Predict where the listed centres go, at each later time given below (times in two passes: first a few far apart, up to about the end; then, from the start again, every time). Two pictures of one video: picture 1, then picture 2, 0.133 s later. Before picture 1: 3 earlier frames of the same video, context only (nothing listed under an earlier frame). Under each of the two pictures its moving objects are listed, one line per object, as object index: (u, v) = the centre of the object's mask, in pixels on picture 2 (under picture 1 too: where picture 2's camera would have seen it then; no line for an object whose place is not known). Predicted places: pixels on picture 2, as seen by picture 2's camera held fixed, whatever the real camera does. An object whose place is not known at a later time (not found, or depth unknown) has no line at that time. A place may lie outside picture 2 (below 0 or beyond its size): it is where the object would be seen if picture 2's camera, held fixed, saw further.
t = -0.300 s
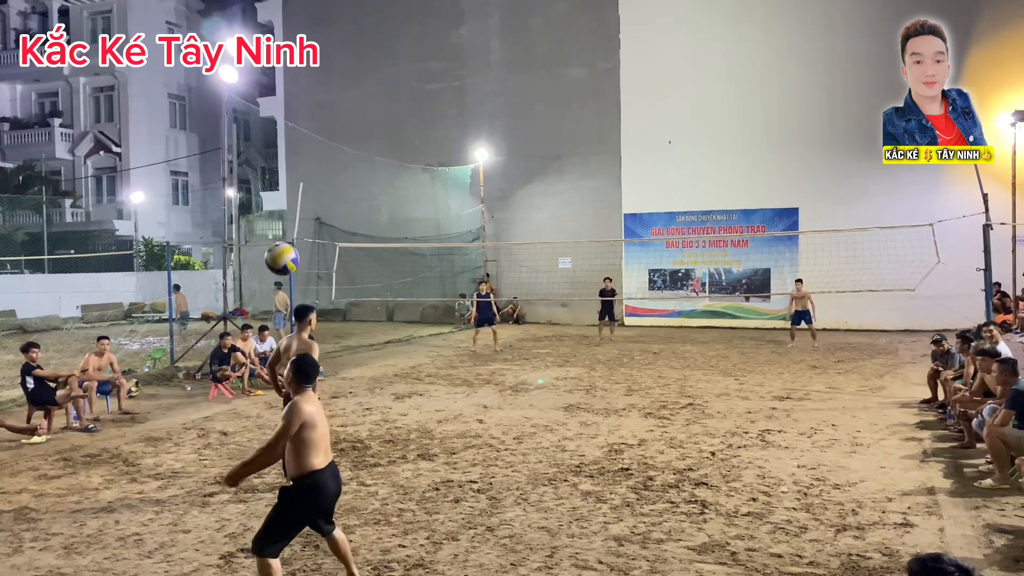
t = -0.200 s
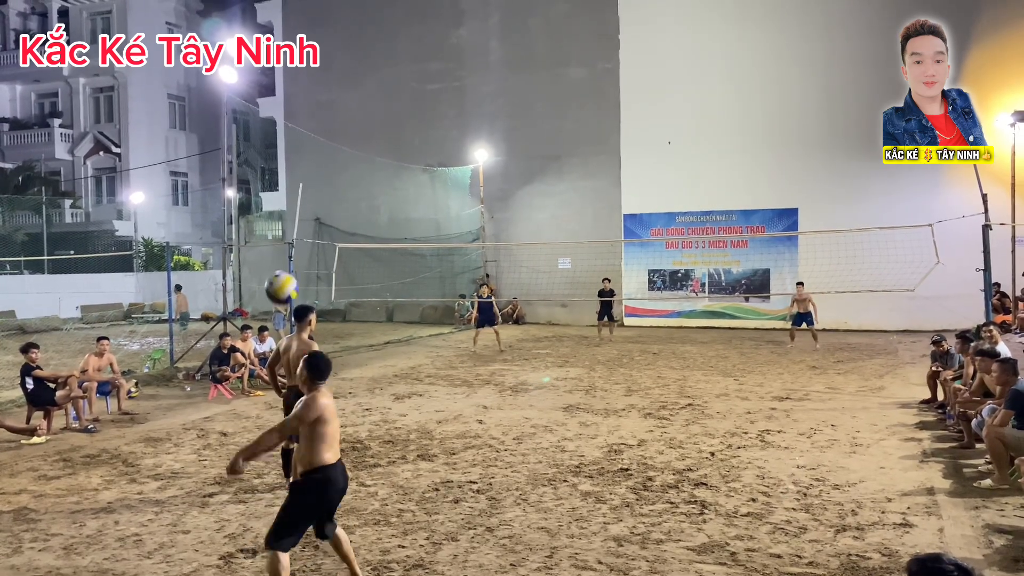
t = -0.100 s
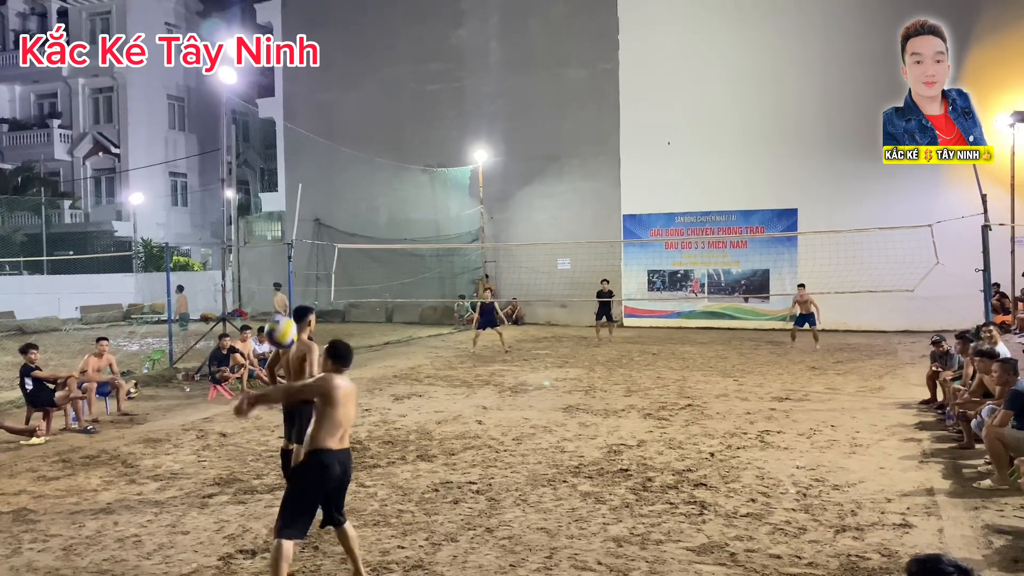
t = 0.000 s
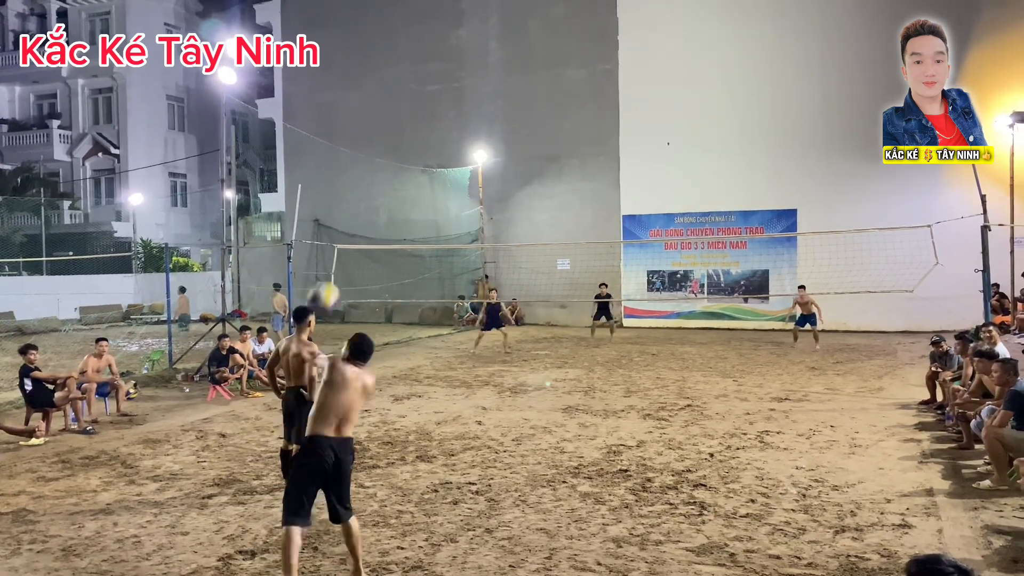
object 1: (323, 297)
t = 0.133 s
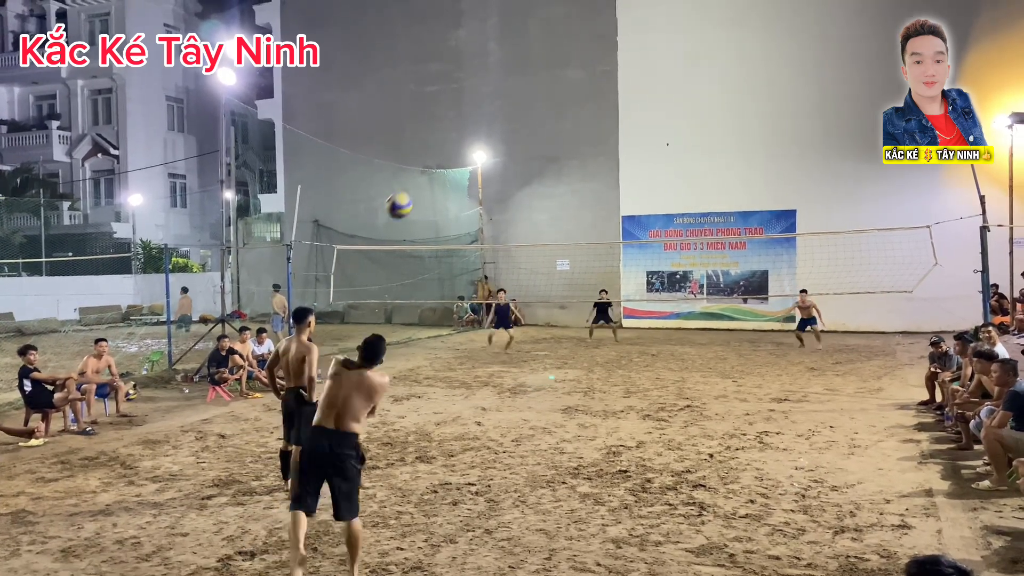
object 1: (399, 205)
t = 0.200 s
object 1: (428, 175)
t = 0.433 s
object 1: (503, 128)
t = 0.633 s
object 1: (548, 134)
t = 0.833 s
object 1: (583, 162)
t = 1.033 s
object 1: (611, 206)
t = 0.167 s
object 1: (413, 190)
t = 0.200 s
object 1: (428, 175)
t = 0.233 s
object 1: (440, 164)
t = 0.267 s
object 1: (451, 155)
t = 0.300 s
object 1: (462, 145)
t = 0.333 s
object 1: (474, 139)
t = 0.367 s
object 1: (484, 134)
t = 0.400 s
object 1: (493, 131)
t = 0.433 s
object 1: (503, 128)
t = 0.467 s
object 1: (511, 127)
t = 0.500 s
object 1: (519, 126)
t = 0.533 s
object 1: (526, 127)
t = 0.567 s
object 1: (533, 128)
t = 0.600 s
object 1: (541, 130)
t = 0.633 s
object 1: (548, 134)
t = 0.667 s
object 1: (554, 137)
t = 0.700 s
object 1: (560, 141)
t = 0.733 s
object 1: (566, 145)
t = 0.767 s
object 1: (572, 150)
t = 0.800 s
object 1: (578, 156)
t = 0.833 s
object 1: (583, 162)
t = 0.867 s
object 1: (588, 168)
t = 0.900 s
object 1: (594, 176)
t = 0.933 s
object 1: (599, 183)
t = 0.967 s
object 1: (603, 190)
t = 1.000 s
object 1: (607, 198)
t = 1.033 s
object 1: (611, 206)
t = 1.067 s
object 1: (615, 215)
